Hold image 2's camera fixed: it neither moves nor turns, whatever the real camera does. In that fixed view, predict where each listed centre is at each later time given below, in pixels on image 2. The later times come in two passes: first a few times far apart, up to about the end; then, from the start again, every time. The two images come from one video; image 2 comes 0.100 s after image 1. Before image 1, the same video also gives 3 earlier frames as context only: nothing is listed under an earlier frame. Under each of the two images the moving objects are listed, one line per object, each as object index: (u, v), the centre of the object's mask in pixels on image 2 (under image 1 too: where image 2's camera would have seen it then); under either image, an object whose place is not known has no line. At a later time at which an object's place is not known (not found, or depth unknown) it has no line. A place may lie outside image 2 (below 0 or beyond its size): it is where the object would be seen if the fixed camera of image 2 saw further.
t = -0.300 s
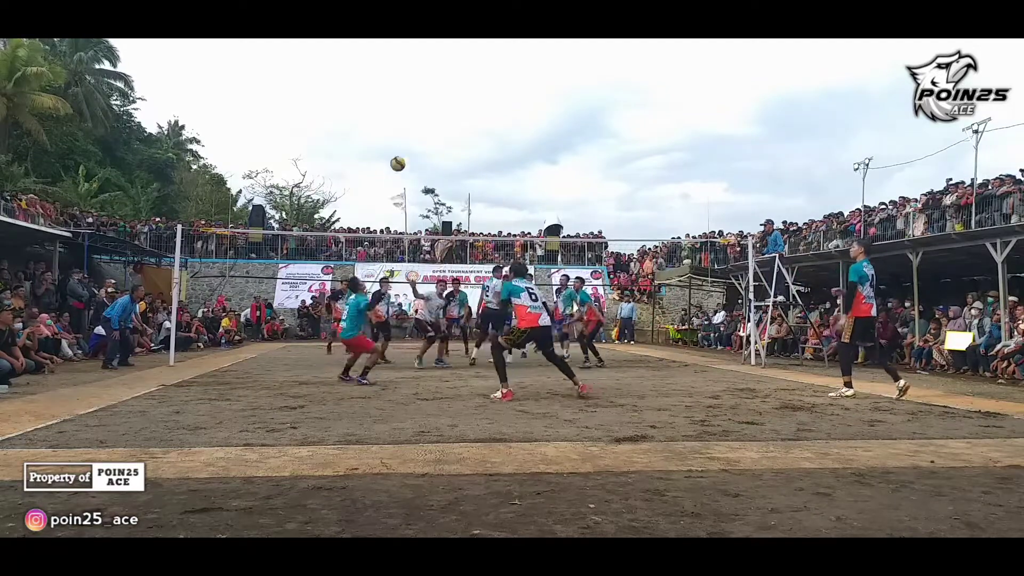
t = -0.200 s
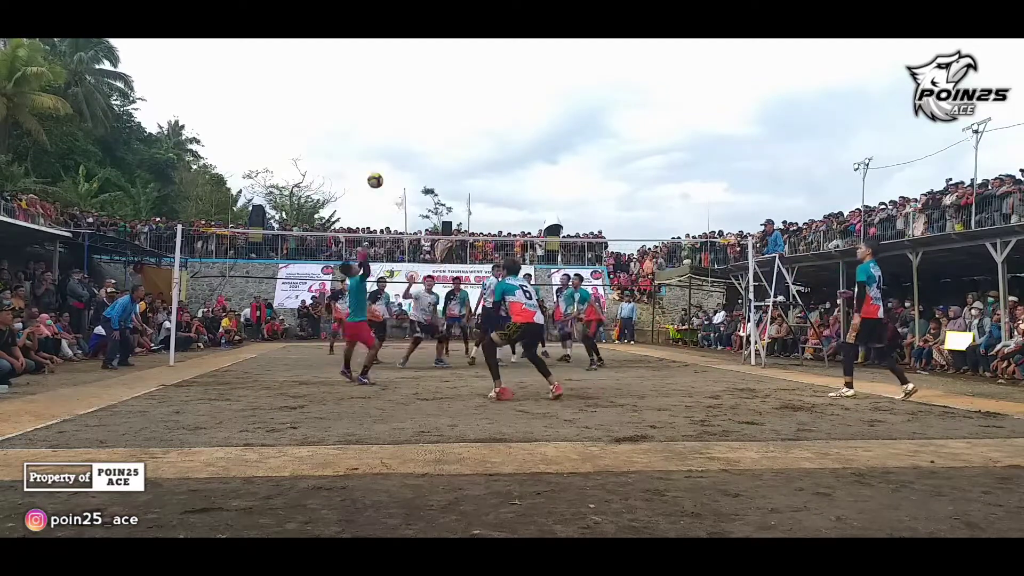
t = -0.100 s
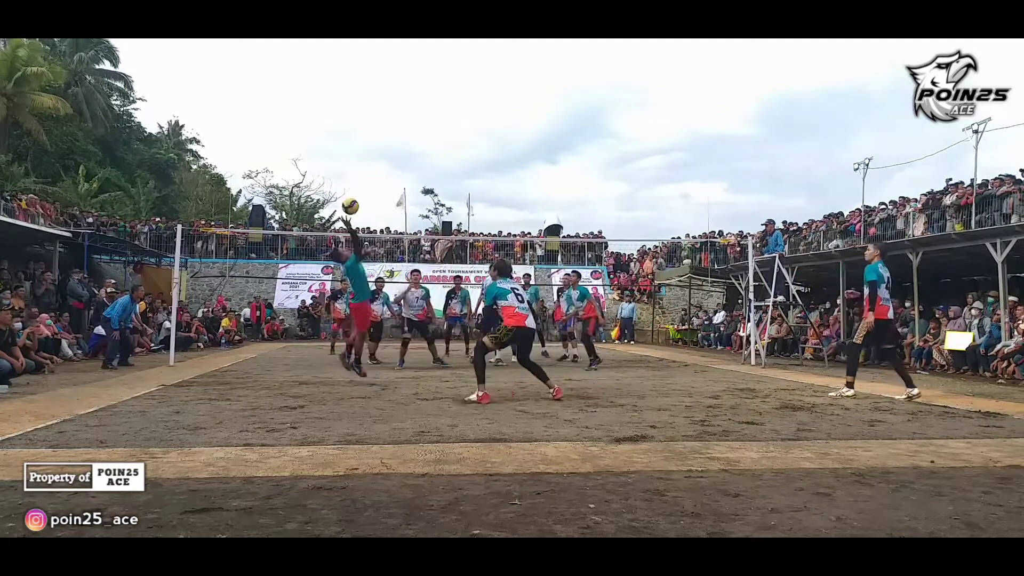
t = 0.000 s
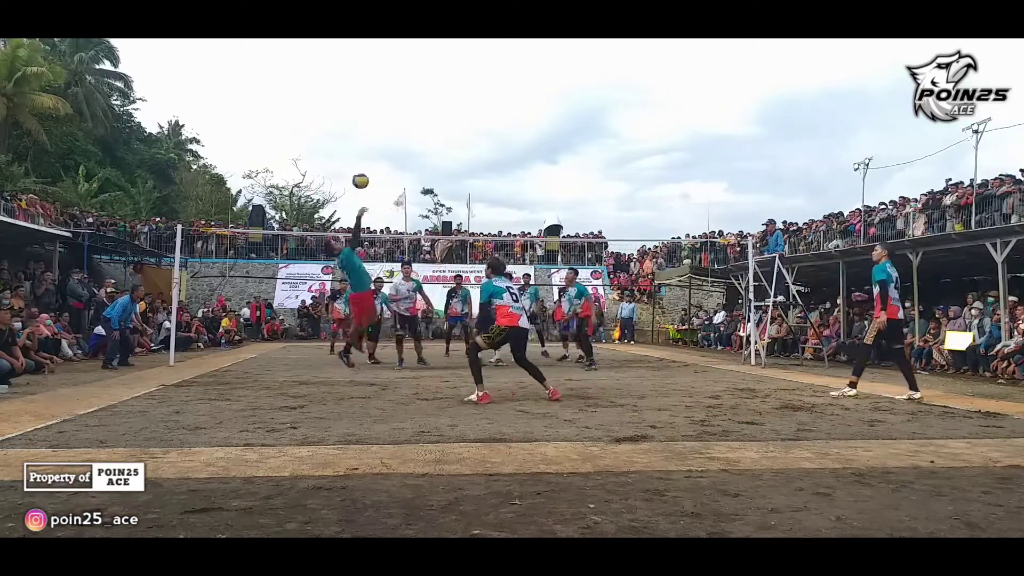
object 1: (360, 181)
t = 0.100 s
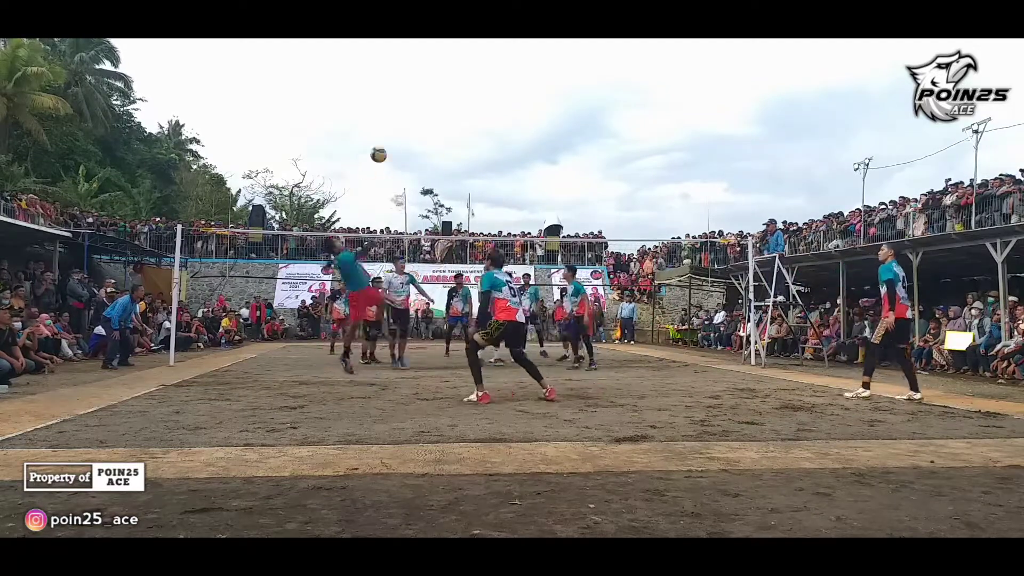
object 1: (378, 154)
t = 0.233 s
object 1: (401, 132)
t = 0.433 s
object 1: (432, 124)
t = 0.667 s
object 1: (465, 149)
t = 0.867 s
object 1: (490, 195)
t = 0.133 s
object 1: (384, 148)
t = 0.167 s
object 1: (390, 142)
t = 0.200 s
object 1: (395, 137)
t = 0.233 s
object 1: (401, 132)
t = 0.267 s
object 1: (406, 129)
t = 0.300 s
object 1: (412, 126)
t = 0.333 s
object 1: (417, 125)
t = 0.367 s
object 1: (422, 124)
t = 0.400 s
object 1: (427, 124)
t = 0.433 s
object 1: (432, 124)
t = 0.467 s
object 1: (437, 126)
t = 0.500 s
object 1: (442, 128)
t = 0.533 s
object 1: (447, 131)
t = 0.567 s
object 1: (451, 134)
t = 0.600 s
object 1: (456, 138)
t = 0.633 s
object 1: (460, 143)
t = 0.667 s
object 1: (465, 149)
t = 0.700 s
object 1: (469, 155)
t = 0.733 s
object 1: (474, 162)
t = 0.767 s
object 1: (478, 170)
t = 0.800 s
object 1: (482, 178)
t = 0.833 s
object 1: (486, 186)
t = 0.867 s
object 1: (490, 195)
